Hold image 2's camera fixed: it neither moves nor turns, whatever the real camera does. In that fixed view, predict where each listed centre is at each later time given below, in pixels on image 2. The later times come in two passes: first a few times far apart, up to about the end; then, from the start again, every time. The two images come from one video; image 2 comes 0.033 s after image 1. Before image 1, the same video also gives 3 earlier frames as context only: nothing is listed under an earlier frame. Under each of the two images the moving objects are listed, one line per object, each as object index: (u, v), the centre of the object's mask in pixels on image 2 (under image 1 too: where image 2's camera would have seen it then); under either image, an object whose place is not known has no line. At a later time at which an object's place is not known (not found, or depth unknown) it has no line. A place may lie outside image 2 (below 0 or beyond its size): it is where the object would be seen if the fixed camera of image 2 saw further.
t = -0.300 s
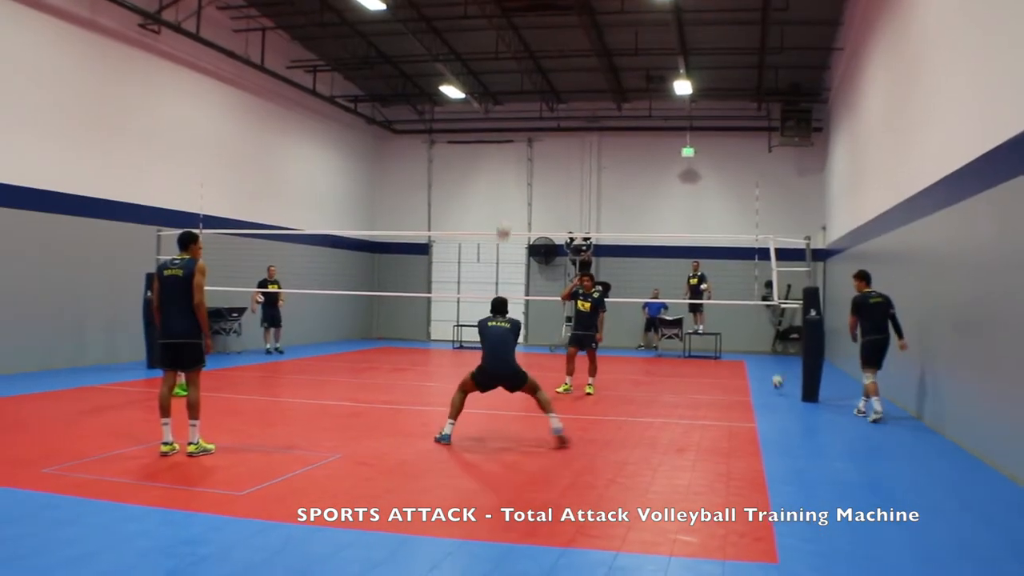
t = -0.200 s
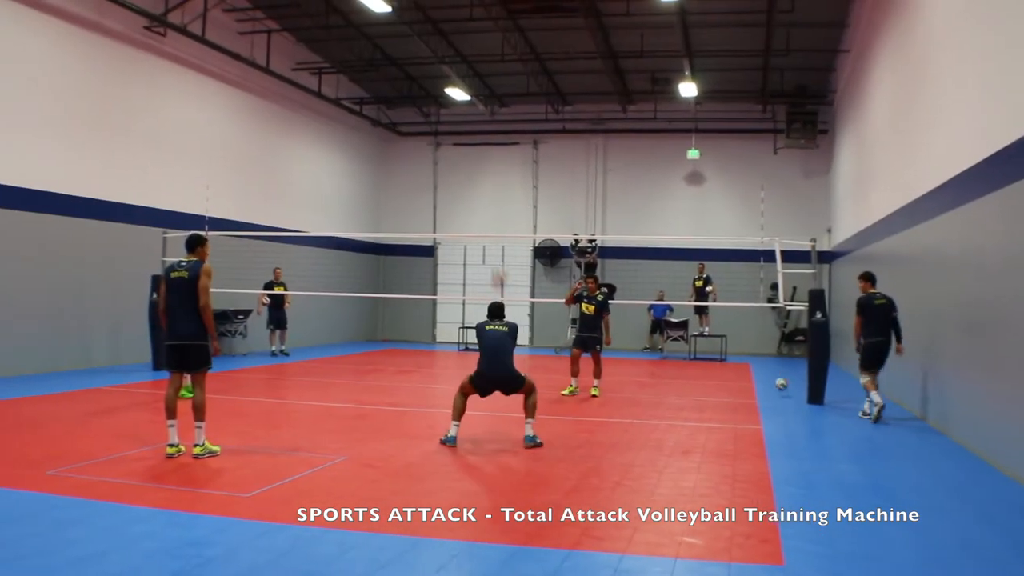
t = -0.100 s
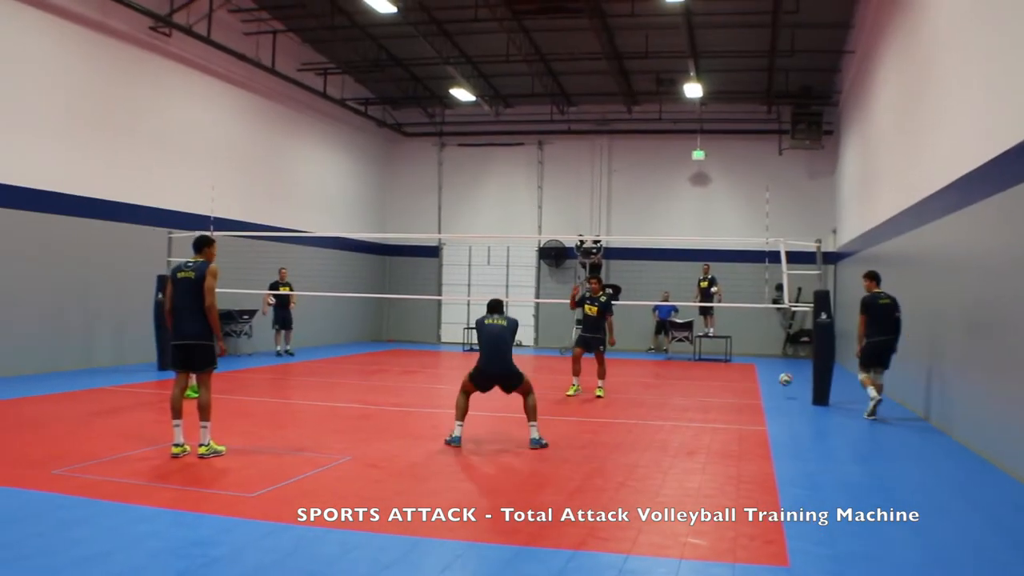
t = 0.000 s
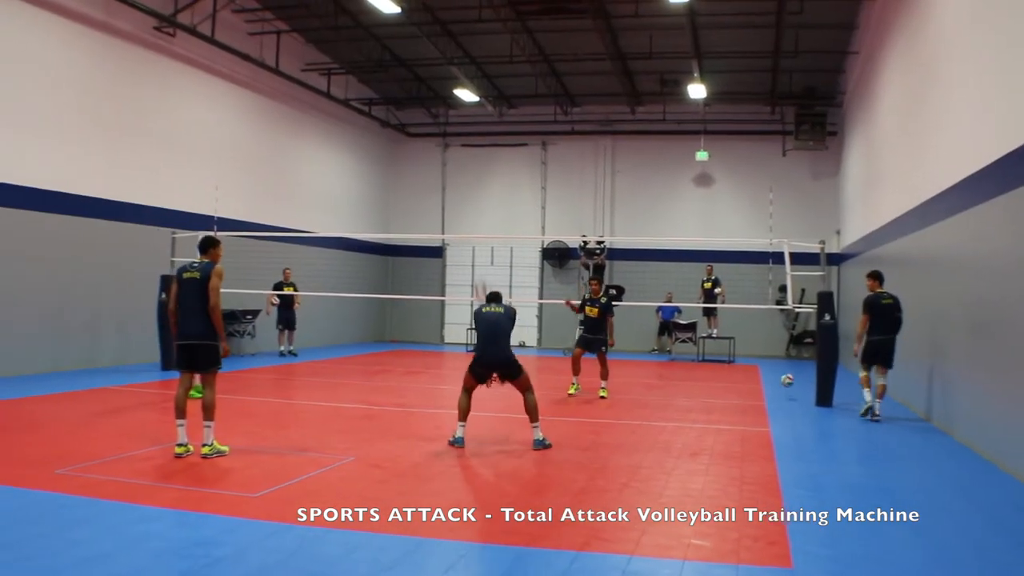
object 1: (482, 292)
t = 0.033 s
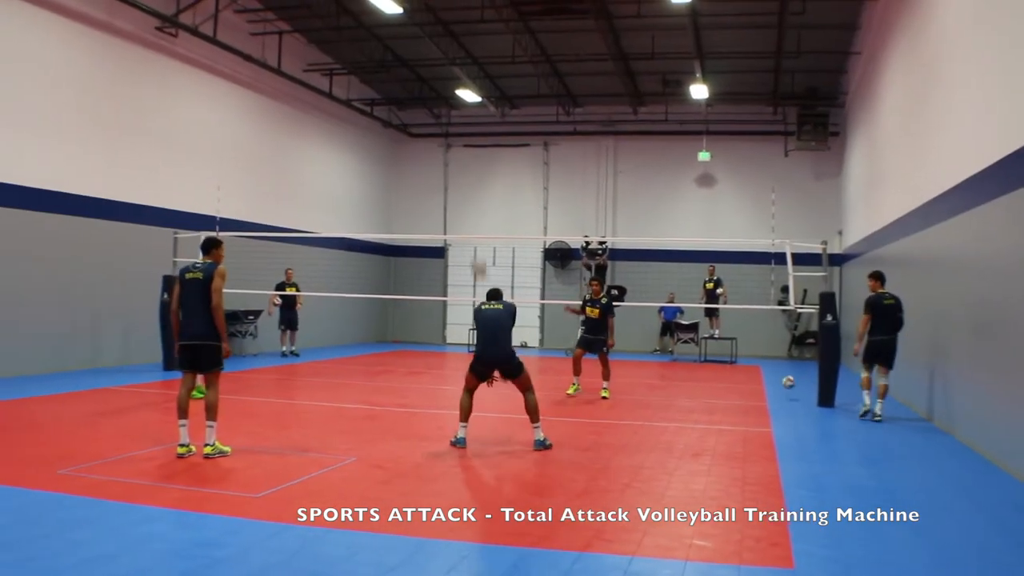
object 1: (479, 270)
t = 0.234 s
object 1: (451, 154)
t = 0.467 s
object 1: (421, 83)
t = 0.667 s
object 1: (398, 59)
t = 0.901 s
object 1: (372, 68)
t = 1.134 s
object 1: (346, 110)
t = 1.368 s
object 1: (323, 189)
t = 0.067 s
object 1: (473, 246)
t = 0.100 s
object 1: (469, 225)
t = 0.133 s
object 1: (464, 206)
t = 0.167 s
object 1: (460, 187)
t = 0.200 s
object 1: (455, 169)
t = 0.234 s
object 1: (451, 154)
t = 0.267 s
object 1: (446, 141)
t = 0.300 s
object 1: (441, 128)
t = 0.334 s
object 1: (437, 117)
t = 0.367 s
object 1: (433, 106)
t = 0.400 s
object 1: (429, 98)
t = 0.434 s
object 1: (425, 90)
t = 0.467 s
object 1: (421, 83)
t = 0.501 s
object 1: (417, 76)
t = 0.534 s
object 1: (413, 71)
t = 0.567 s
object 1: (409, 67)
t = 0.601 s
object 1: (405, 64)
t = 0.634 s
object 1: (402, 61)
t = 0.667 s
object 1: (398, 59)
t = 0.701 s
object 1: (394, 59)
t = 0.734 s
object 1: (390, 58)
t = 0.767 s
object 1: (387, 59)
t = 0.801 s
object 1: (383, 60)
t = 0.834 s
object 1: (379, 62)
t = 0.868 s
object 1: (375, 64)
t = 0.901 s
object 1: (372, 68)
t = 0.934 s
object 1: (368, 72)
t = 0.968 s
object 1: (365, 77)
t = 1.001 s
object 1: (361, 82)
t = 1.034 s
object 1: (357, 88)
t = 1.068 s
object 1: (354, 95)
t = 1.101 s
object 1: (350, 103)
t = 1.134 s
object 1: (346, 110)
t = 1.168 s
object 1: (343, 119)
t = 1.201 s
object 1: (340, 129)
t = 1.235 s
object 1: (336, 138)
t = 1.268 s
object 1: (332, 149)
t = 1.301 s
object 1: (329, 161)
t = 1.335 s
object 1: (326, 175)
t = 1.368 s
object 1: (323, 189)
